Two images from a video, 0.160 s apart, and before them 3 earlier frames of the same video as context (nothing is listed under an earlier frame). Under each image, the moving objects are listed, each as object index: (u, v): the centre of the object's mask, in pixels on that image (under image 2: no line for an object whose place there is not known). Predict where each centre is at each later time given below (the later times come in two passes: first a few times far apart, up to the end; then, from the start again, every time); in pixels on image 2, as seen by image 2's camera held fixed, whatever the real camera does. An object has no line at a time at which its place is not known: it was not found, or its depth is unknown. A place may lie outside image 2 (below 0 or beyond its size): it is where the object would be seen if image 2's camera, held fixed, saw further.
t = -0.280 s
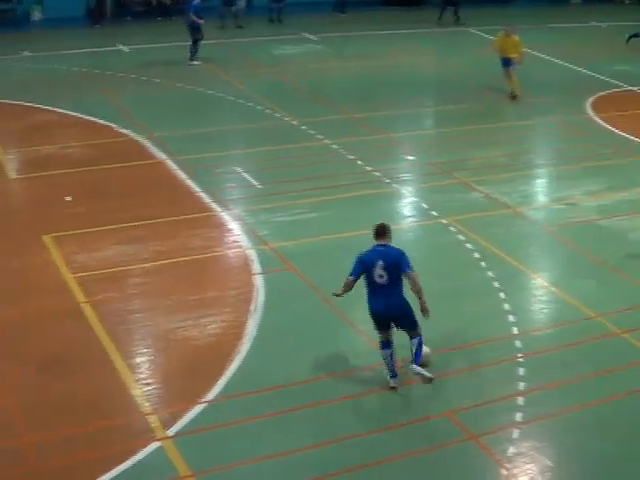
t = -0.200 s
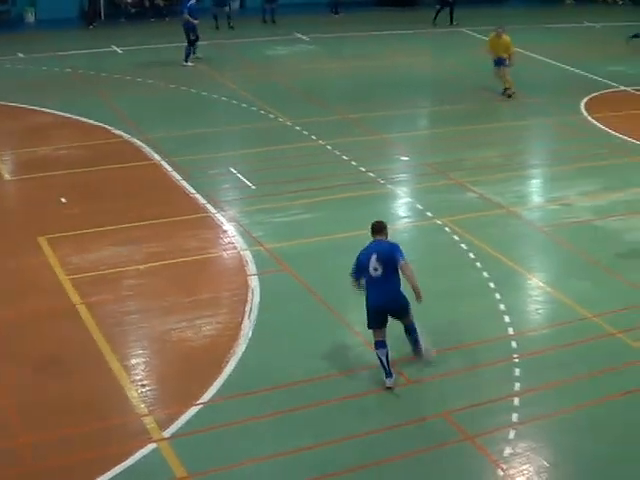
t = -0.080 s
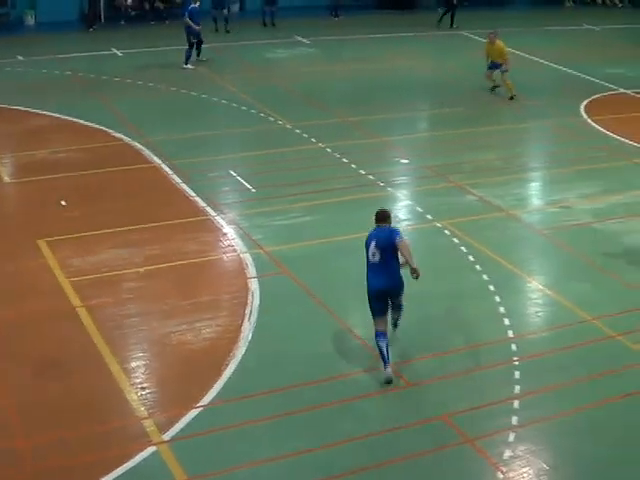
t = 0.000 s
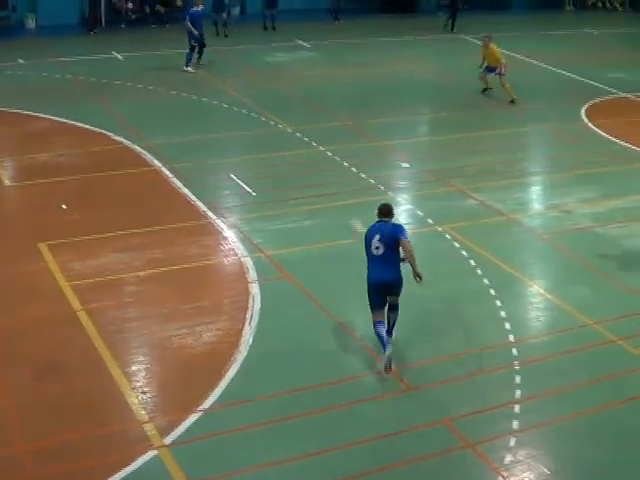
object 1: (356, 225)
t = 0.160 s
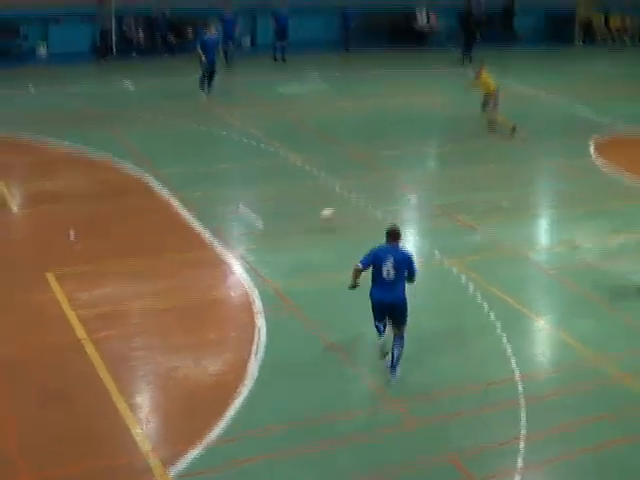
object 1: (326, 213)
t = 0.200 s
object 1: (318, 205)
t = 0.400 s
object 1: (284, 161)
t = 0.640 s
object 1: (252, 130)
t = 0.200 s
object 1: (318, 205)
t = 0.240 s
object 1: (308, 200)
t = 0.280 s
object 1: (301, 189)
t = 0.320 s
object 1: (296, 179)
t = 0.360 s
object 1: (290, 171)
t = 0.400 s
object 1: (284, 161)
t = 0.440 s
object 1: (277, 156)
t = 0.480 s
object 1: (273, 150)
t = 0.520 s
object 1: (266, 147)
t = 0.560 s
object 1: (261, 142)
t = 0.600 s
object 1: (257, 135)
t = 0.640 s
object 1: (252, 130)
